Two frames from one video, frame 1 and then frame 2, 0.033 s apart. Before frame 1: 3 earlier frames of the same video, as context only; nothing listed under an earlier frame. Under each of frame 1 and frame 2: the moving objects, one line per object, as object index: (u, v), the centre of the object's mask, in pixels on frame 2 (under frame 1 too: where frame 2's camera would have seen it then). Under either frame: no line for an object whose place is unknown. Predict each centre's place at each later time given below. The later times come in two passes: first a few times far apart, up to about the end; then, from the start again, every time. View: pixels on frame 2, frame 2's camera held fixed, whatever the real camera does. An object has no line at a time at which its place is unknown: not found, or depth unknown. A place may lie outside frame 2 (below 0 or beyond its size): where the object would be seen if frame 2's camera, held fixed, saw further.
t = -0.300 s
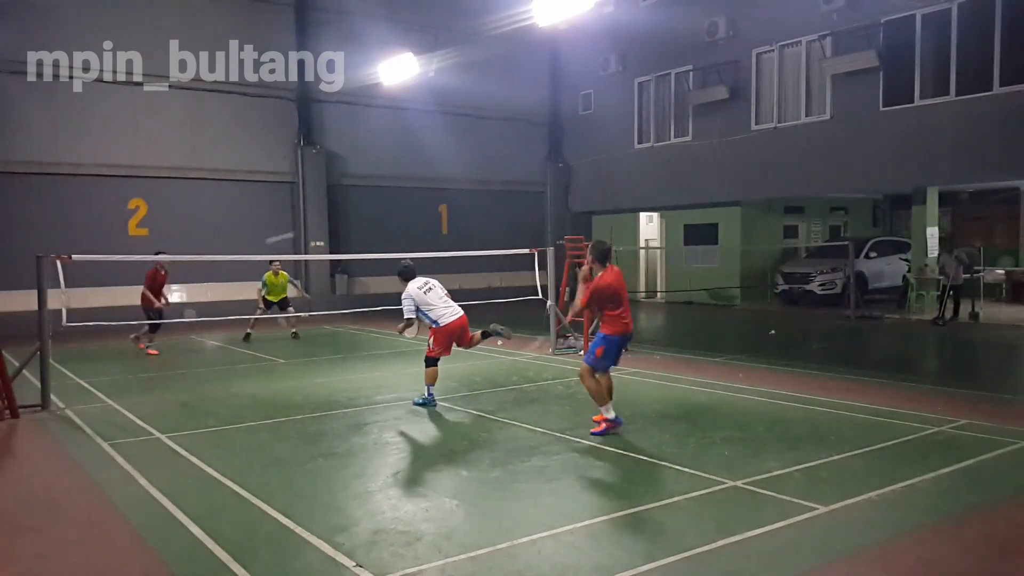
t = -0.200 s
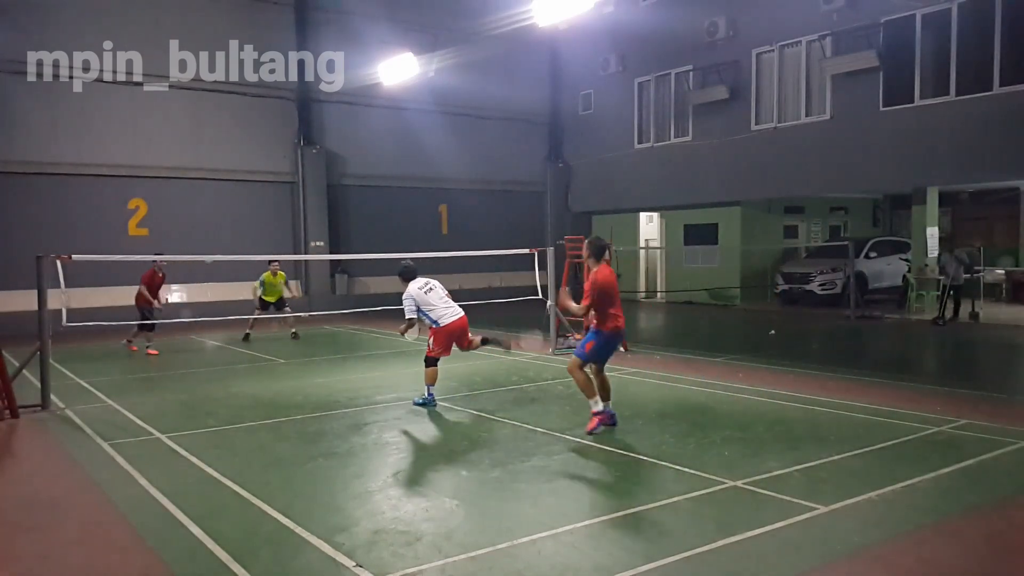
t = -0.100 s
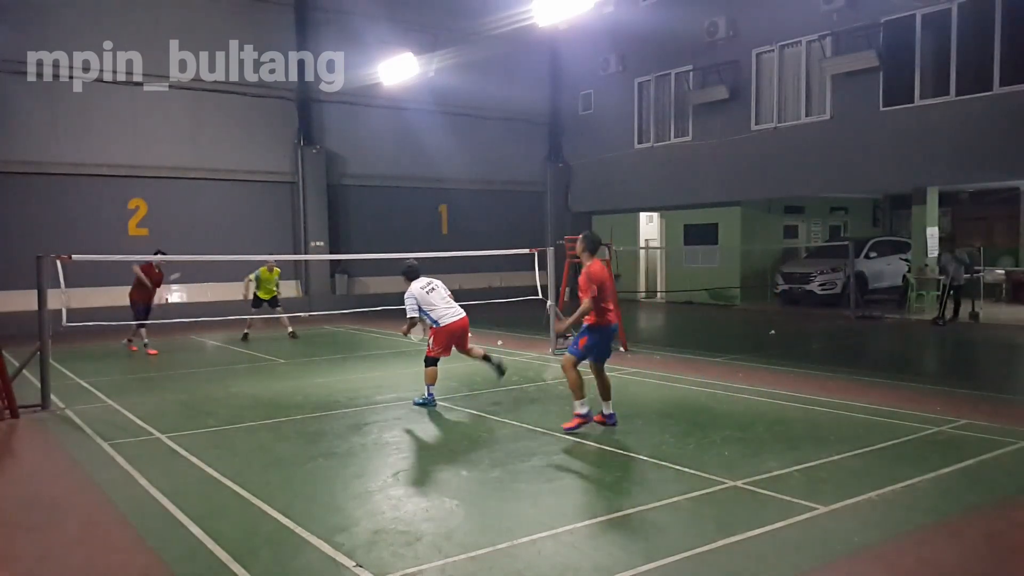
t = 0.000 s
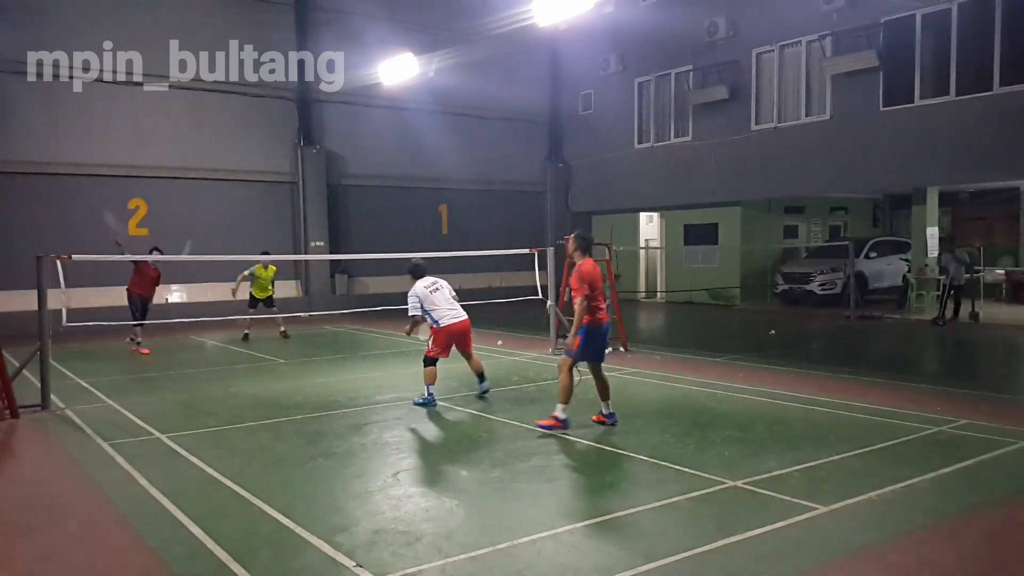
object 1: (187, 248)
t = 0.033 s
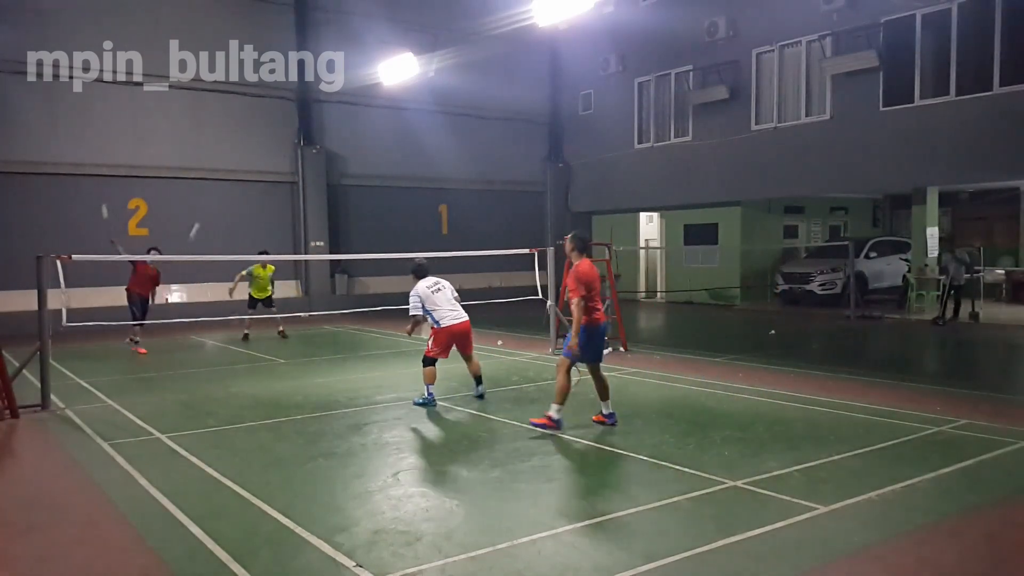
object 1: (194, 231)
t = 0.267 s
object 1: (252, 150)
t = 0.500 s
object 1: (301, 125)
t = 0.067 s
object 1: (203, 216)
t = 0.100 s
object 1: (213, 201)
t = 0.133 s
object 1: (221, 189)
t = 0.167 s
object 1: (229, 177)
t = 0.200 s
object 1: (236, 167)
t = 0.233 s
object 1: (244, 157)
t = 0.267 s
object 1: (252, 150)
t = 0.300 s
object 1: (259, 143)
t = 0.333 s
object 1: (266, 137)
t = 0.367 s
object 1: (274, 132)
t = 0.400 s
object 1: (280, 129)
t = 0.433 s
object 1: (287, 125)
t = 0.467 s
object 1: (294, 125)
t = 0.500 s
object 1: (301, 125)
